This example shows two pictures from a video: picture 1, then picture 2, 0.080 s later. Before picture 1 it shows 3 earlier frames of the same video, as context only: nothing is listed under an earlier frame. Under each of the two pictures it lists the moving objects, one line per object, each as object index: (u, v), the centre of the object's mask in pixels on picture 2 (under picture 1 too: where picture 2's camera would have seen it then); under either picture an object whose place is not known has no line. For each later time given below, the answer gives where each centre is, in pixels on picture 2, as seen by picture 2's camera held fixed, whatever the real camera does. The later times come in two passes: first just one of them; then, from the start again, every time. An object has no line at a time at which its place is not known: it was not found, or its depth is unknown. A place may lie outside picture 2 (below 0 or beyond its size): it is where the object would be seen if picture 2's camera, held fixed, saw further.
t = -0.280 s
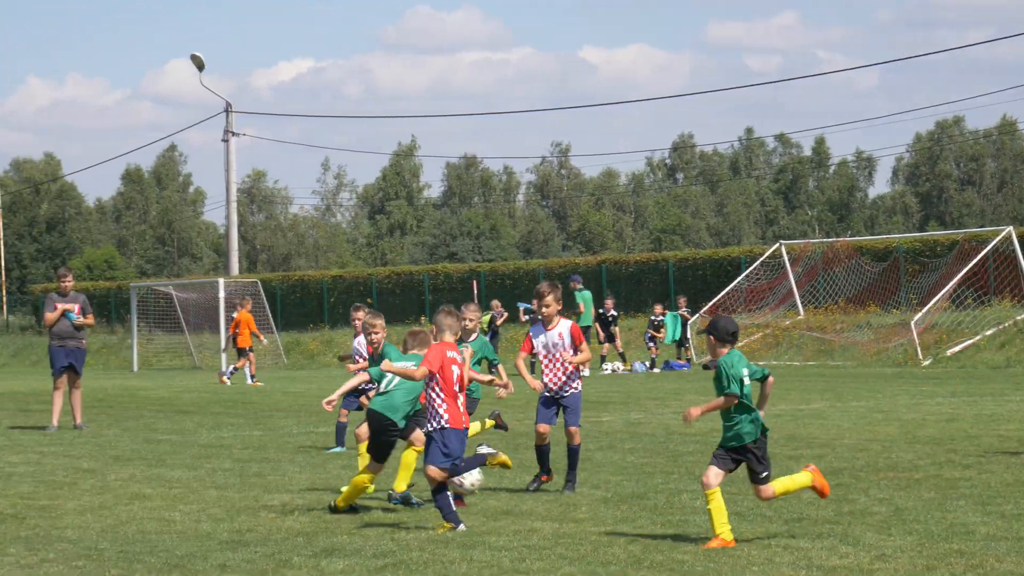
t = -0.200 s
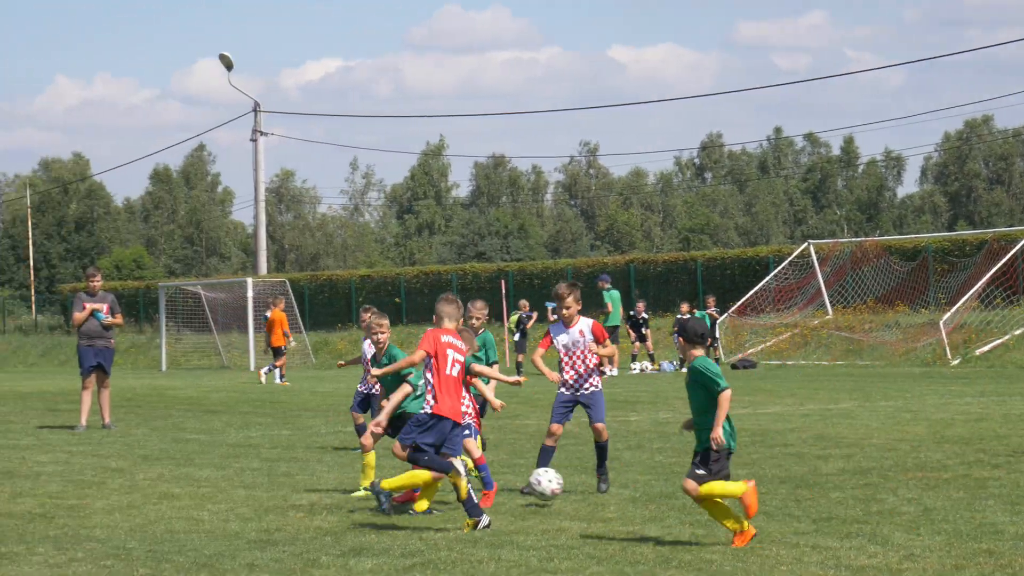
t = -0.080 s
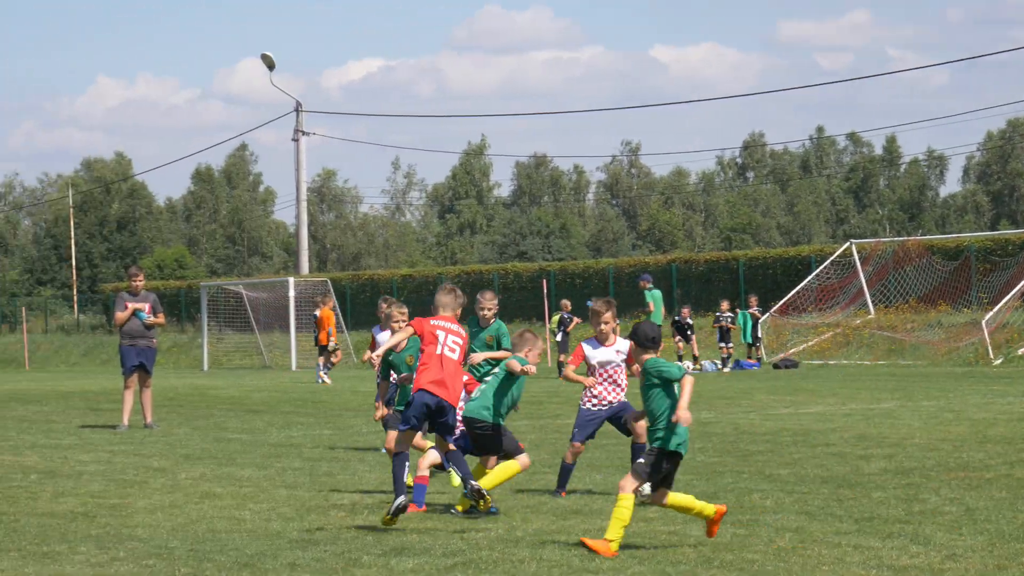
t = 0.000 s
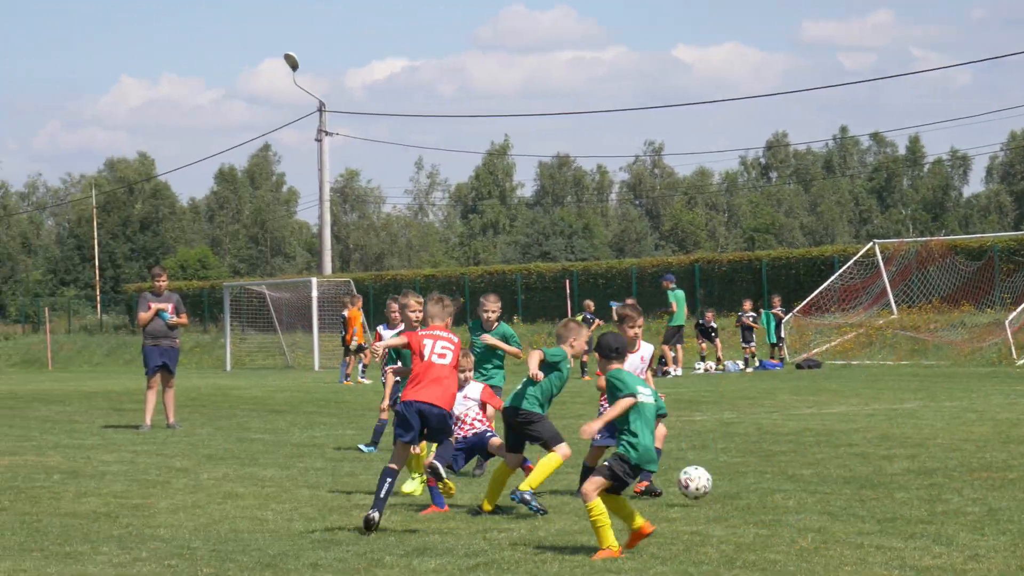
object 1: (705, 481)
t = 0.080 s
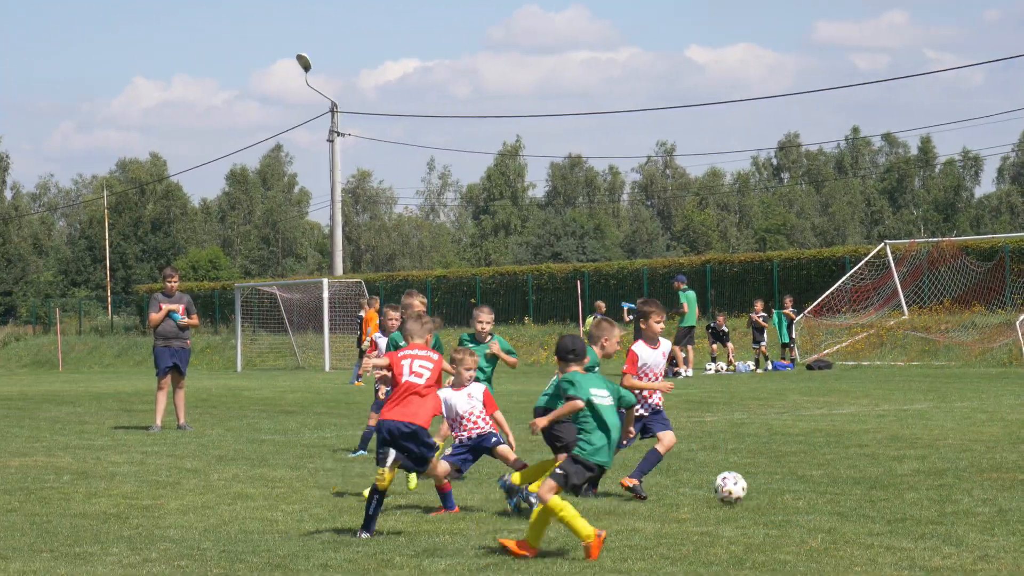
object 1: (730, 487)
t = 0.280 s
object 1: (784, 492)
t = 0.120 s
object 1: (743, 493)
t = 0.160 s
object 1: (754, 494)
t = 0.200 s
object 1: (764, 492)
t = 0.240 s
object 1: (774, 491)
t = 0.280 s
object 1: (784, 492)
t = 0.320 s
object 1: (795, 495)
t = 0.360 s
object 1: (804, 495)
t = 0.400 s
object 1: (813, 494)
